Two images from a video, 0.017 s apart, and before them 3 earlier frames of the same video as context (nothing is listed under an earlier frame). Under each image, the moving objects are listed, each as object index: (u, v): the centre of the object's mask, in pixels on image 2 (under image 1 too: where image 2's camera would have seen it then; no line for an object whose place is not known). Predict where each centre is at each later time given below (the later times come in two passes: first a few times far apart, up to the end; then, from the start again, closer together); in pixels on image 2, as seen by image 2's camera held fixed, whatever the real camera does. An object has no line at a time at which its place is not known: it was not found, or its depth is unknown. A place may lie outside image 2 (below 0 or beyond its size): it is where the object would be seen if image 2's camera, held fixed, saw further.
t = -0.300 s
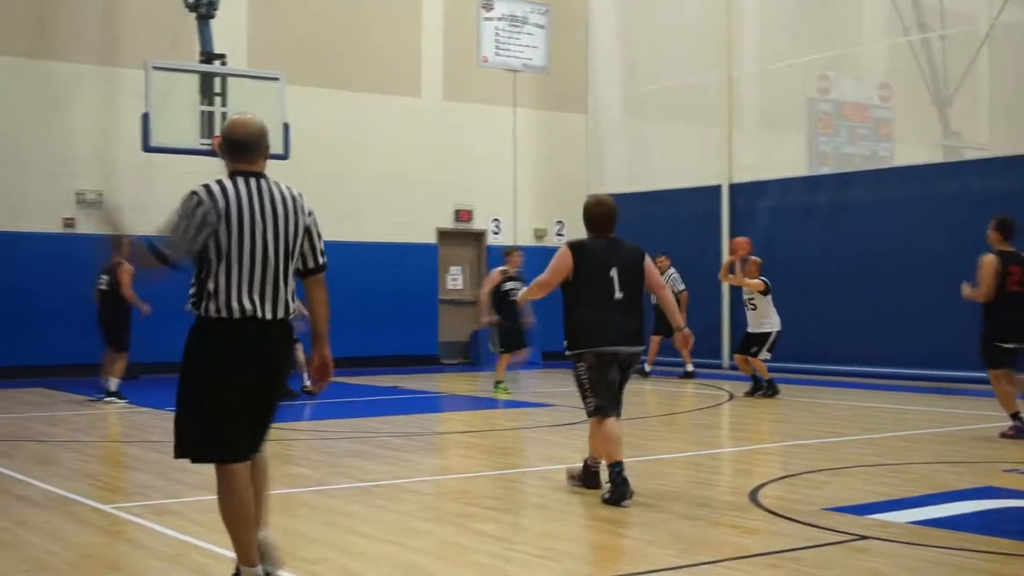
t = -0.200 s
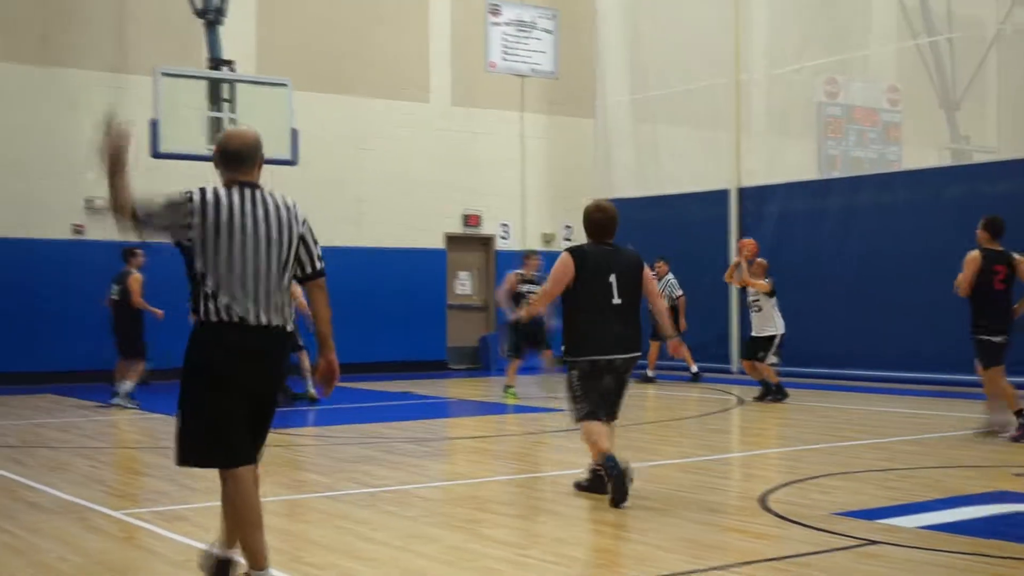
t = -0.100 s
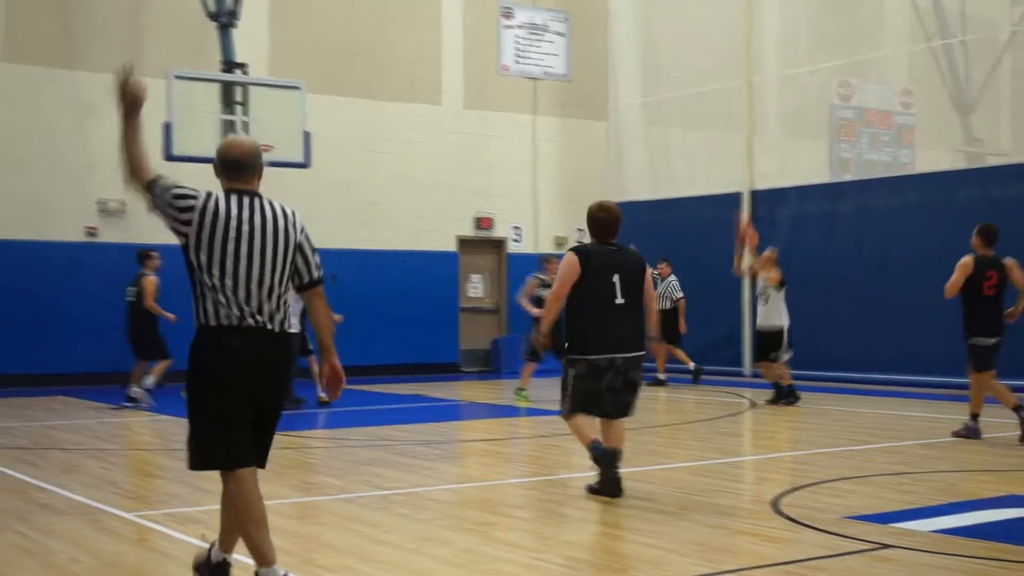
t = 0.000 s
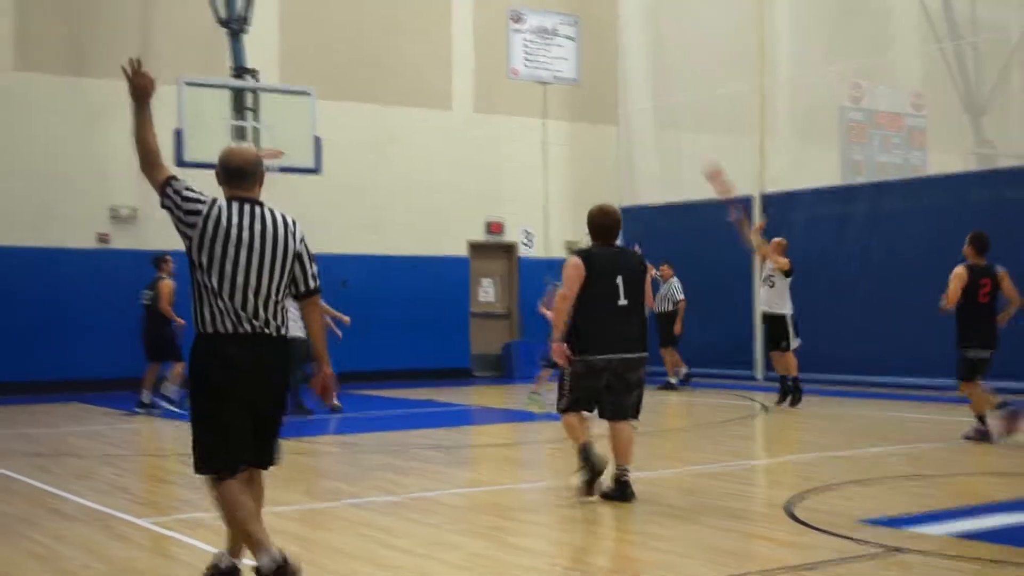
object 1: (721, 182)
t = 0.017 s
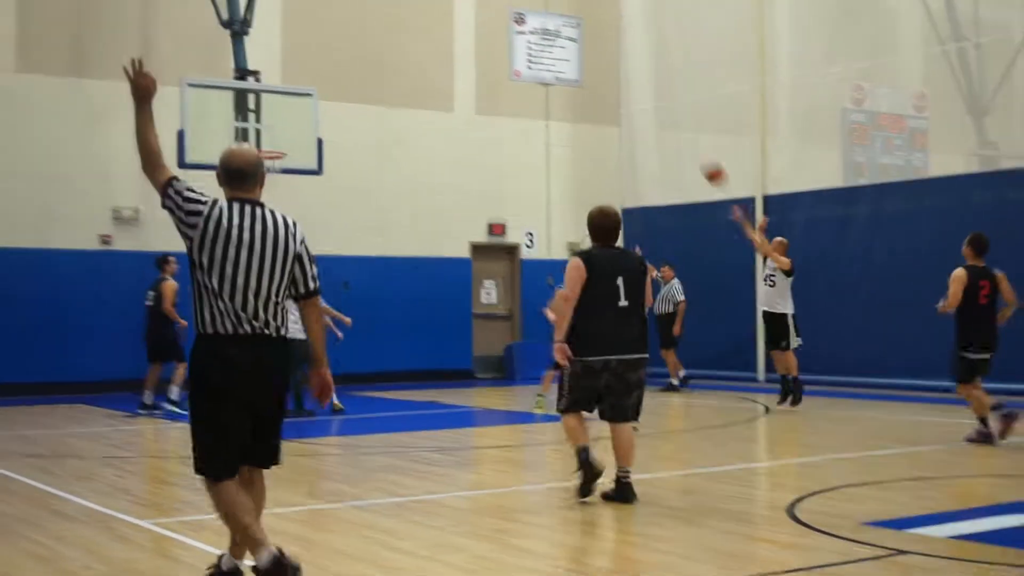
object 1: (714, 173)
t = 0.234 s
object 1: (624, 82)
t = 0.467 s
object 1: (532, 29)
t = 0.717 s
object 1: (438, 26)
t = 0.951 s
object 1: (353, 68)
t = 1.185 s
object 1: (277, 141)
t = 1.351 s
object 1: (271, 113)
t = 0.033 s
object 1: (708, 166)
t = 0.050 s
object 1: (700, 157)
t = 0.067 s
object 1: (693, 149)
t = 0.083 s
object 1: (687, 141)
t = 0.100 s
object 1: (678, 132)
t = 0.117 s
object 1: (673, 126)
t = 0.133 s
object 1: (666, 119)
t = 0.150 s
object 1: (658, 112)
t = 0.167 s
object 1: (653, 106)
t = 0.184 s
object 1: (645, 99)
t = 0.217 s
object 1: (631, 88)
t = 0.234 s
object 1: (624, 82)
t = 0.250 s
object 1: (617, 77)
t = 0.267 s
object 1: (611, 72)
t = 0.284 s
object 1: (604, 67)
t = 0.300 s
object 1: (598, 64)
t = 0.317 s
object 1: (590, 58)
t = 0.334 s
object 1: (585, 55)
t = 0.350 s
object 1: (578, 50)
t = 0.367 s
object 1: (572, 47)
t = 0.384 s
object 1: (565, 42)
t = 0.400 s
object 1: (558, 40)
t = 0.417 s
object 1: (551, 37)
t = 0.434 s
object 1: (546, 34)
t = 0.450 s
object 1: (539, 32)
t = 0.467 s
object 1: (532, 29)
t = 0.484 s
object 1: (526, 27)
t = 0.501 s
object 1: (520, 26)
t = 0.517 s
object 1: (513, 25)
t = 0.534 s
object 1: (506, 24)
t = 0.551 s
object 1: (500, 23)
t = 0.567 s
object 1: (494, 23)
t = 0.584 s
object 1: (488, 22)
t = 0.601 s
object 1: (483, 22)
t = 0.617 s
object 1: (475, 21)
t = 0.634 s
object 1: (470, 22)
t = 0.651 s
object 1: (462, 22)
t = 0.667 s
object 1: (457, 23)
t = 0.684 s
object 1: (450, 23)
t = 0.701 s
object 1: (444, 24)
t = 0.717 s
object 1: (438, 26)
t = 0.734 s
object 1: (432, 28)
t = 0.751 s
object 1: (425, 29)
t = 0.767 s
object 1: (419, 31)
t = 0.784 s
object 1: (412, 33)
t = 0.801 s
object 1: (407, 36)
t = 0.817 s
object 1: (401, 38)
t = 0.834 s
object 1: (395, 41)
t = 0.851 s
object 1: (389, 44)
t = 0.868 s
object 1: (382, 48)
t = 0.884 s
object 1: (376, 51)
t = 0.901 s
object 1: (370, 56)
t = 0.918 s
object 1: (365, 59)
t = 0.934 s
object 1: (358, 64)
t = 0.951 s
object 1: (353, 68)
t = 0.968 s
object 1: (347, 73)
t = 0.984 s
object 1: (340, 78)
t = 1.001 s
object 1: (336, 83)
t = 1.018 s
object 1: (329, 88)
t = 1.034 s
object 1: (324, 93)
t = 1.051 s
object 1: (317, 99)
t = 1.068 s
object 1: (310, 107)
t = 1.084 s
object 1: (305, 111)
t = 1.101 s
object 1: (299, 119)
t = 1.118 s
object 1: (294, 124)
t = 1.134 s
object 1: (288, 131)
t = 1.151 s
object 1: (283, 137)
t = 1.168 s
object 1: (280, 139)
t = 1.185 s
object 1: (277, 141)
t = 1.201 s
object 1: (276, 138)
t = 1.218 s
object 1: (275, 132)
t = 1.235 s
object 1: (275, 130)
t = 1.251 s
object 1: (274, 127)
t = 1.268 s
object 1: (274, 125)
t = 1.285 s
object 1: (273, 122)
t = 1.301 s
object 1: (272, 120)
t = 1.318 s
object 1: (272, 118)
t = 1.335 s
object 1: (271, 115)
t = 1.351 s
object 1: (271, 113)
